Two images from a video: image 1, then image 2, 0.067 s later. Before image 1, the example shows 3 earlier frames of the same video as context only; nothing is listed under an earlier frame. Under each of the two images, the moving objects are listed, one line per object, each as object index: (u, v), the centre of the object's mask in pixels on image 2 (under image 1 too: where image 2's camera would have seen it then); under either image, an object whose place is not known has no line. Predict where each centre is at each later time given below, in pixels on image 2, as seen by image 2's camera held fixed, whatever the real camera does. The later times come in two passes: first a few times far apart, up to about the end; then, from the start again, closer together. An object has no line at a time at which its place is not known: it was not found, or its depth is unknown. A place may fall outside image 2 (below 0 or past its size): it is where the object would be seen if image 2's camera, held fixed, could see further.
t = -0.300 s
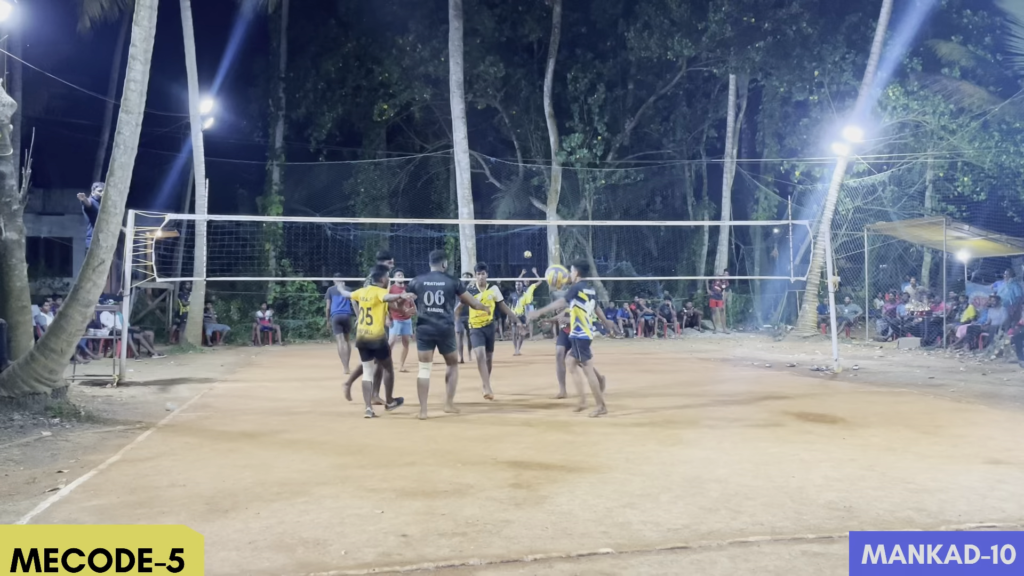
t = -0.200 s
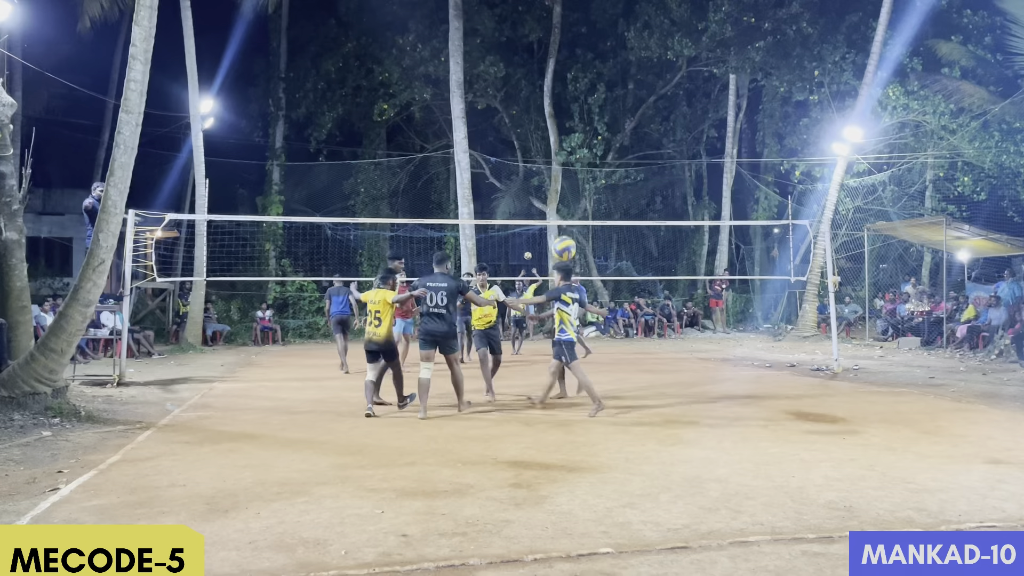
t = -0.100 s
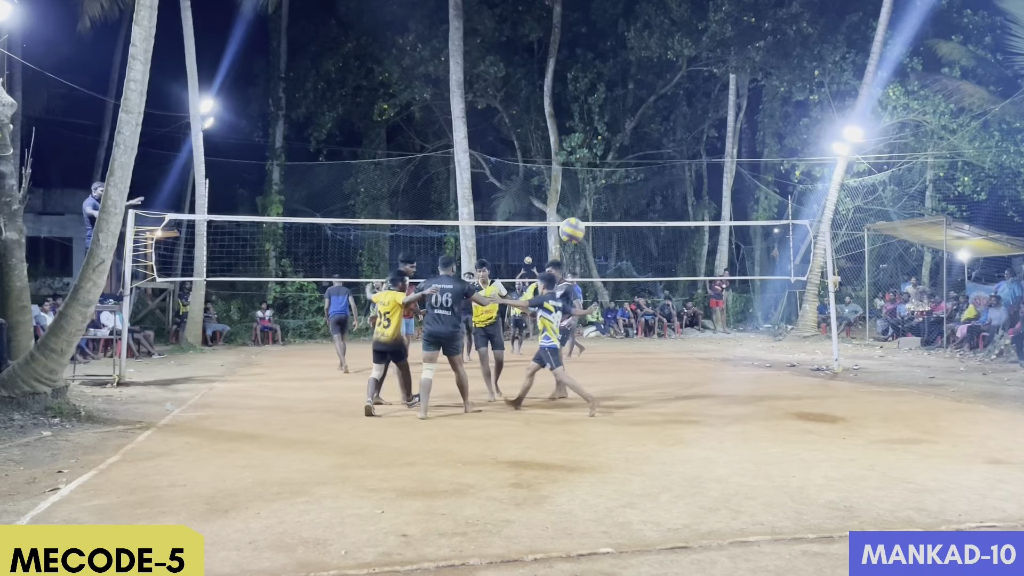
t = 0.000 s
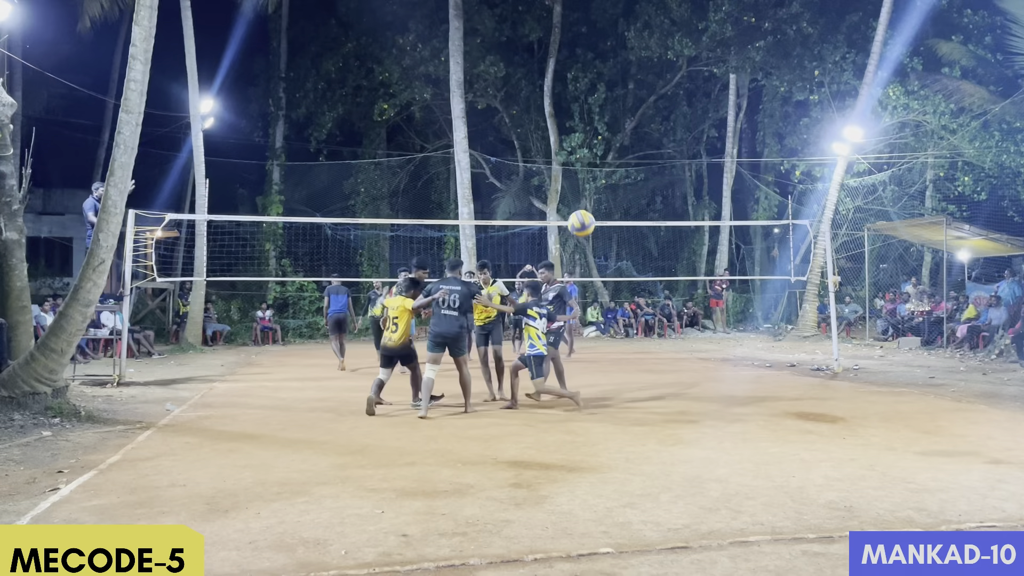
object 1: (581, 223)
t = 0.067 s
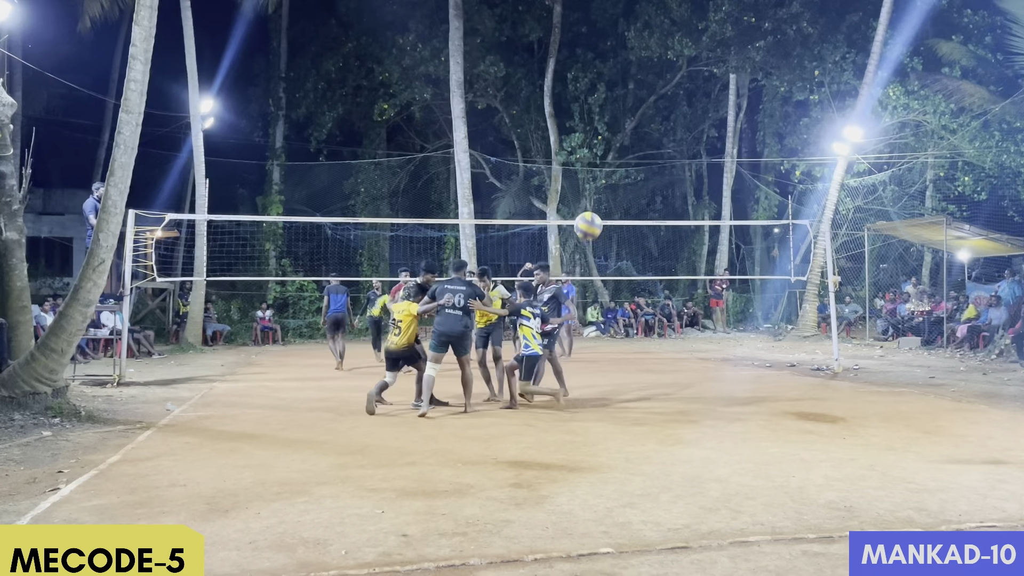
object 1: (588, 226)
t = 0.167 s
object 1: (599, 242)
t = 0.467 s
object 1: (643, 402)
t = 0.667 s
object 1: (684, 466)
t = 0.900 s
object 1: (759, 367)
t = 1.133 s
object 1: (898, 388)
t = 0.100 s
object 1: (592, 230)
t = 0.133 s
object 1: (595, 235)
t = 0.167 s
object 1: (599, 242)
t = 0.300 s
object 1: (616, 289)
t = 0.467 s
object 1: (643, 402)
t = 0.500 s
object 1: (648, 431)
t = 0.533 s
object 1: (655, 471)
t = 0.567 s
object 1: (662, 508)
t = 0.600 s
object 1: (670, 508)
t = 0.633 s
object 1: (677, 486)
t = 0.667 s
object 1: (684, 466)
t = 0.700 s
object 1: (693, 449)
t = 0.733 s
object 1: (702, 429)
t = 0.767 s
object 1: (711, 415)
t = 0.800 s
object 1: (722, 401)
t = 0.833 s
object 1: (734, 387)
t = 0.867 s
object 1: (746, 375)
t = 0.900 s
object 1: (759, 367)
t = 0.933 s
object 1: (774, 360)
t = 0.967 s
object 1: (790, 357)
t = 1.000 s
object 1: (807, 356)
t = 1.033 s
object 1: (827, 357)
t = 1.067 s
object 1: (848, 362)
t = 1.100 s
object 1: (871, 371)
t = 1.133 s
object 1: (898, 388)
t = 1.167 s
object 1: (927, 409)
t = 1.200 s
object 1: (957, 436)
